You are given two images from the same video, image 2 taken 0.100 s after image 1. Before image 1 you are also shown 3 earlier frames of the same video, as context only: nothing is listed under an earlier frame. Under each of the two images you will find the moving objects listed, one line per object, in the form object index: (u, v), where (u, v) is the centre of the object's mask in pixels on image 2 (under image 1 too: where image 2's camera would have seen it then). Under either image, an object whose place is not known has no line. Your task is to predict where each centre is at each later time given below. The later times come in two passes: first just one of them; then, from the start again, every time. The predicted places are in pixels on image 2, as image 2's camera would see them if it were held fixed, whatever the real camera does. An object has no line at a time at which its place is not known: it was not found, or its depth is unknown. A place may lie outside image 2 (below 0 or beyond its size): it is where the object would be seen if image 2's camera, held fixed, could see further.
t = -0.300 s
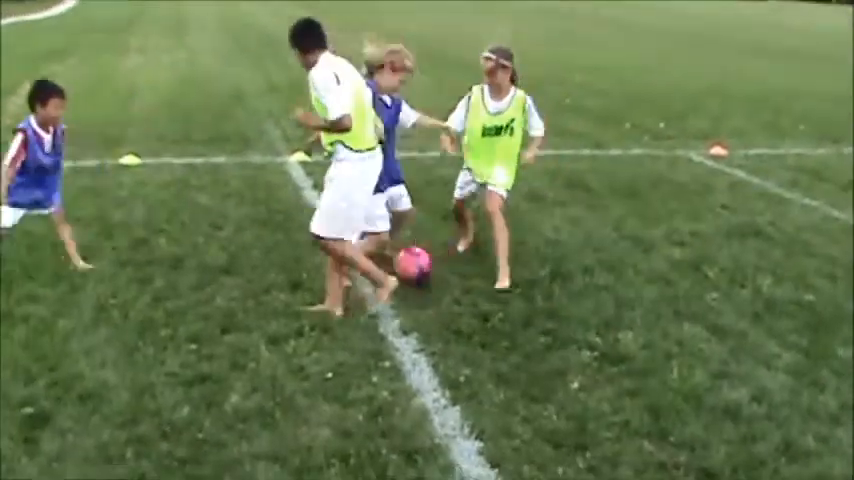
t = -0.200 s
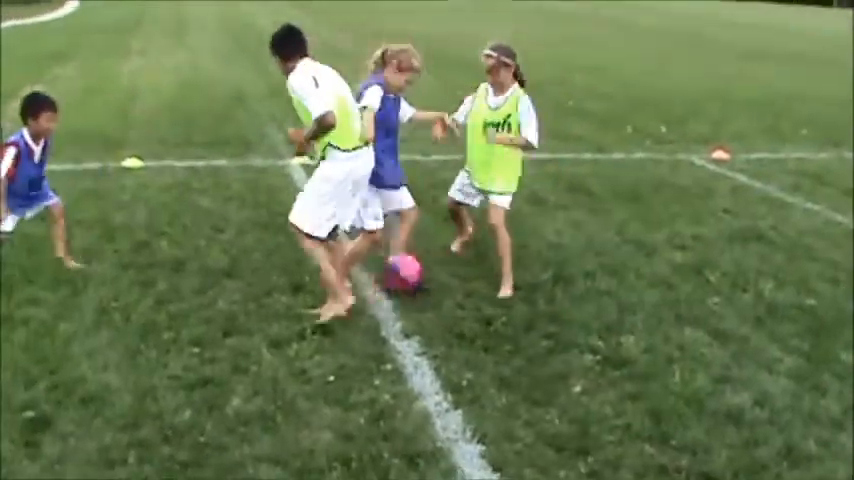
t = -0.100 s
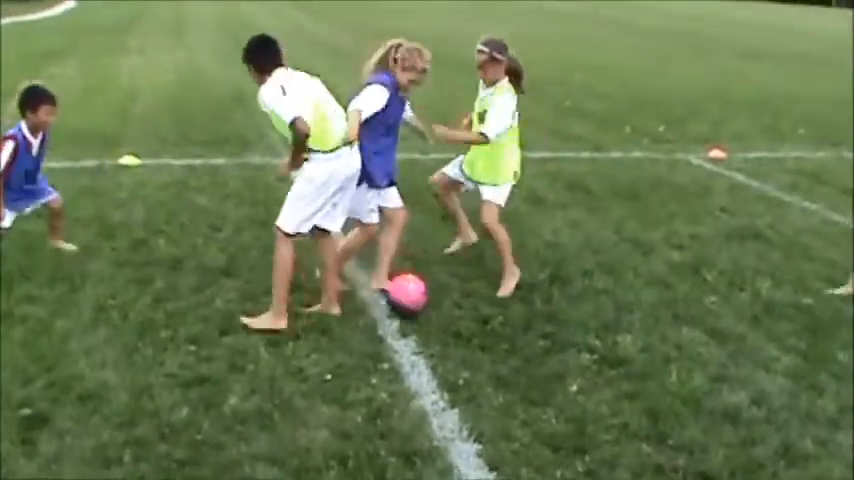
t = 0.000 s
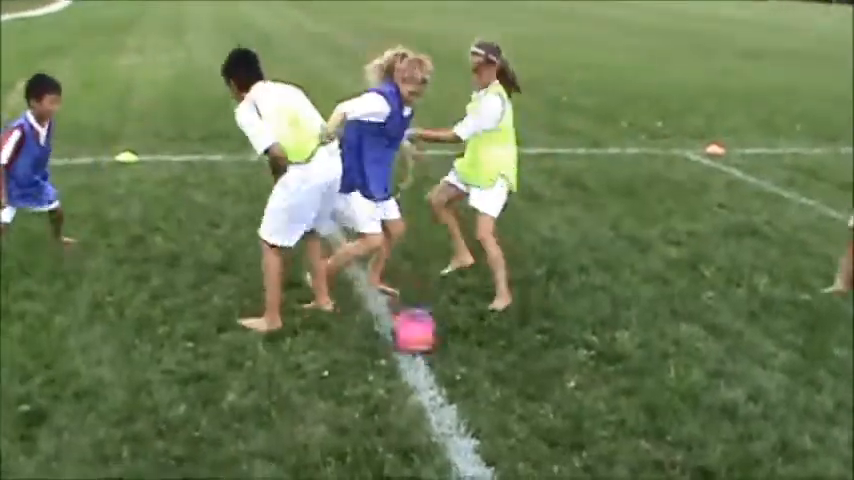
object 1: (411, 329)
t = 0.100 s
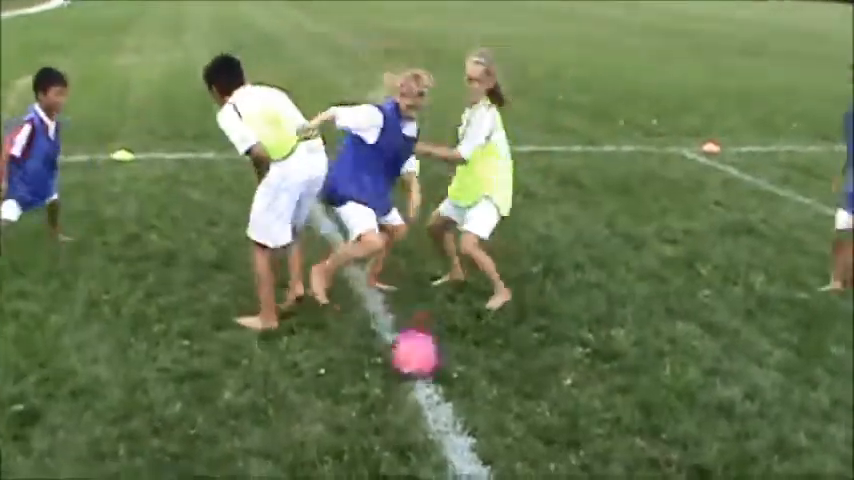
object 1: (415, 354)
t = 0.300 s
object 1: (417, 414)
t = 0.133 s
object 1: (415, 365)
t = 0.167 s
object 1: (416, 377)
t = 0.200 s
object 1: (417, 387)
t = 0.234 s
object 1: (417, 398)
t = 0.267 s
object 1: (417, 406)
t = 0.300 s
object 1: (417, 414)
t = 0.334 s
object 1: (419, 425)
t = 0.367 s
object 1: (416, 441)
